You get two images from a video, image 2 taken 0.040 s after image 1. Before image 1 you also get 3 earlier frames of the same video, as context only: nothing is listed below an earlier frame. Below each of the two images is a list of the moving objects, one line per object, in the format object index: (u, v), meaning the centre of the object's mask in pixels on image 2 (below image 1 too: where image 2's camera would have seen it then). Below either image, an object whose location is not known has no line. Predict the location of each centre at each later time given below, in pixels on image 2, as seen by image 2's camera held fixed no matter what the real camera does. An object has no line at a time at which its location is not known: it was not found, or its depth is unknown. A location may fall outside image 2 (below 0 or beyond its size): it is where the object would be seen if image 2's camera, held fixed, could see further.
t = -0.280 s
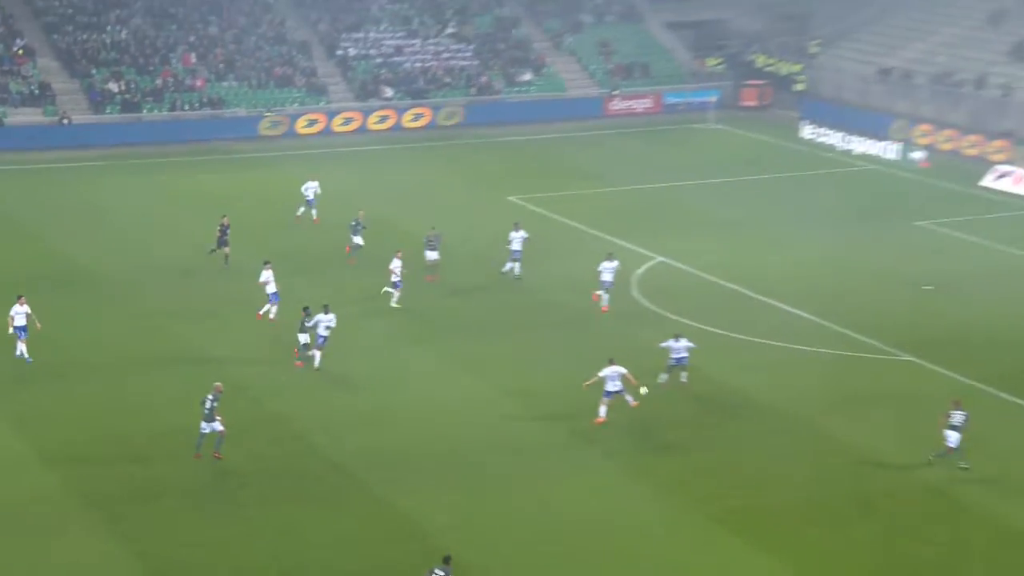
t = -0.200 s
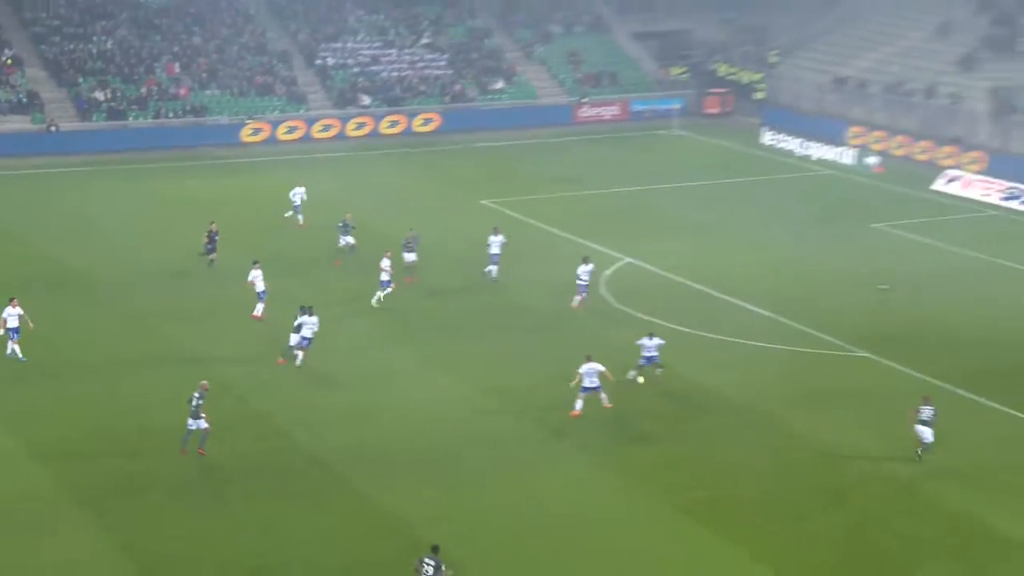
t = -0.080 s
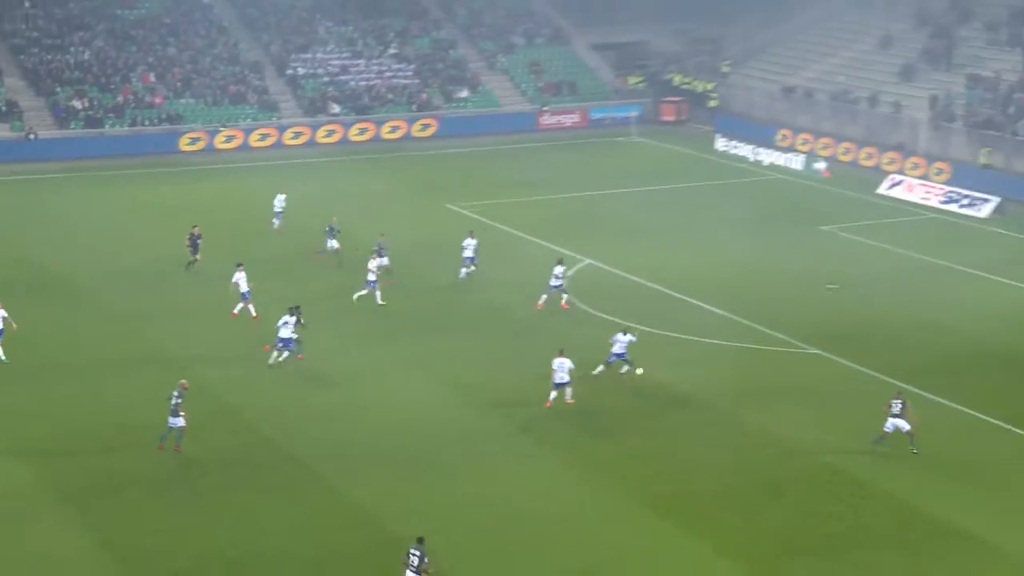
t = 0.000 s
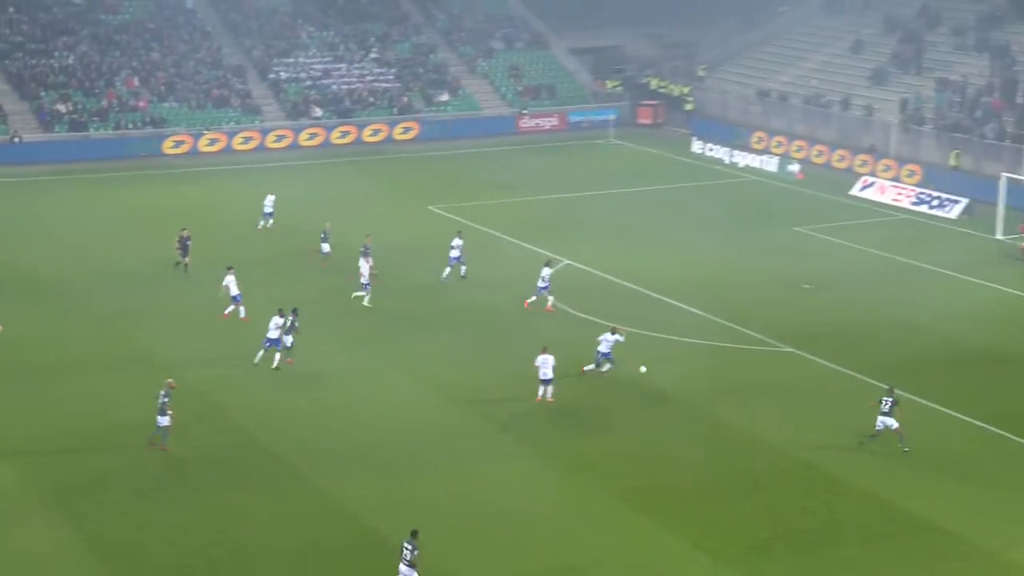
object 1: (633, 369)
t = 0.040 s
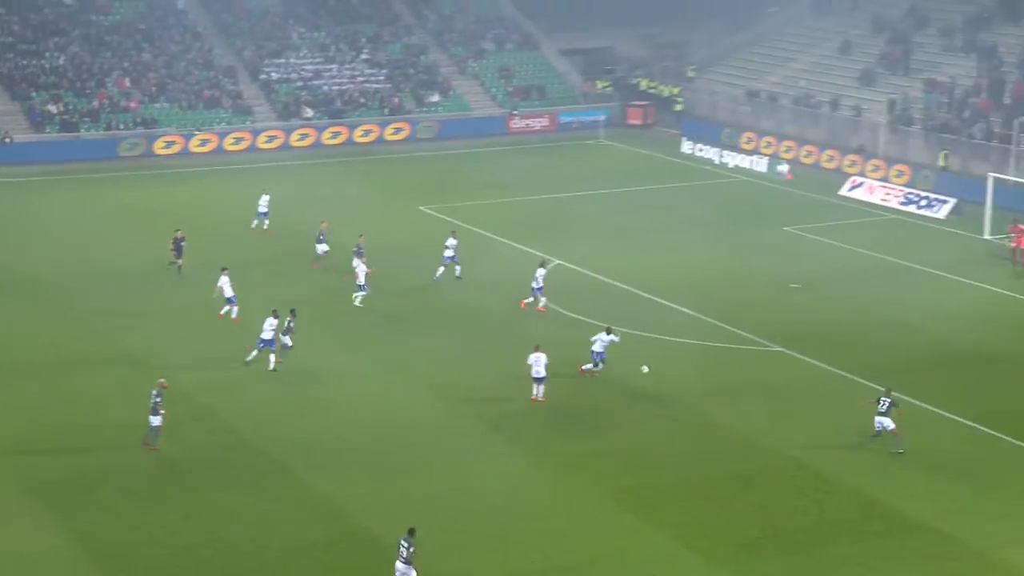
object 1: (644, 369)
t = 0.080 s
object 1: (656, 370)
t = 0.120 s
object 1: (668, 372)
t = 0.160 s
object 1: (680, 374)
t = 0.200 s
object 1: (690, 370)
